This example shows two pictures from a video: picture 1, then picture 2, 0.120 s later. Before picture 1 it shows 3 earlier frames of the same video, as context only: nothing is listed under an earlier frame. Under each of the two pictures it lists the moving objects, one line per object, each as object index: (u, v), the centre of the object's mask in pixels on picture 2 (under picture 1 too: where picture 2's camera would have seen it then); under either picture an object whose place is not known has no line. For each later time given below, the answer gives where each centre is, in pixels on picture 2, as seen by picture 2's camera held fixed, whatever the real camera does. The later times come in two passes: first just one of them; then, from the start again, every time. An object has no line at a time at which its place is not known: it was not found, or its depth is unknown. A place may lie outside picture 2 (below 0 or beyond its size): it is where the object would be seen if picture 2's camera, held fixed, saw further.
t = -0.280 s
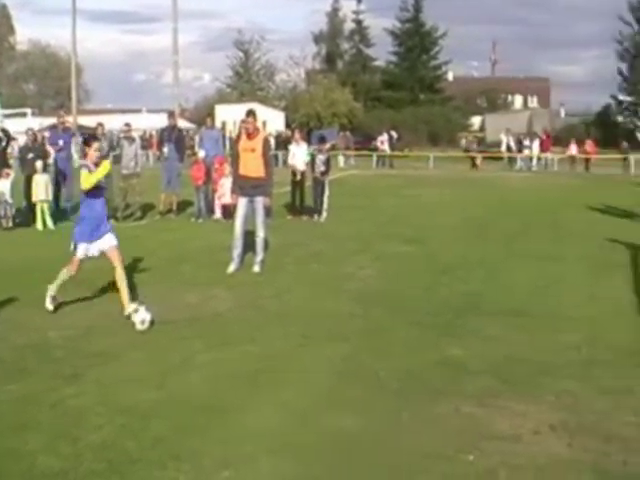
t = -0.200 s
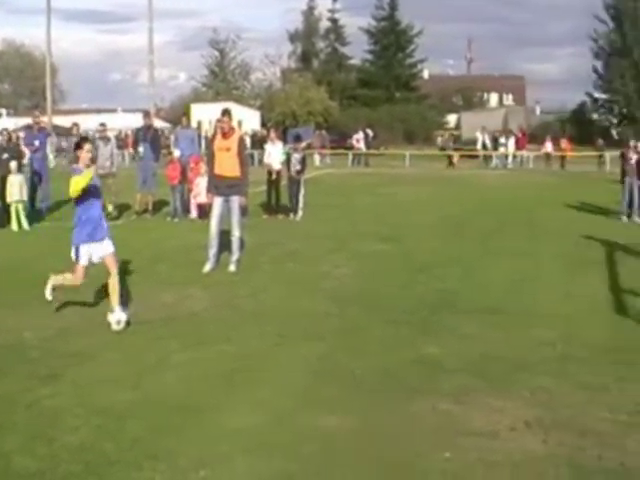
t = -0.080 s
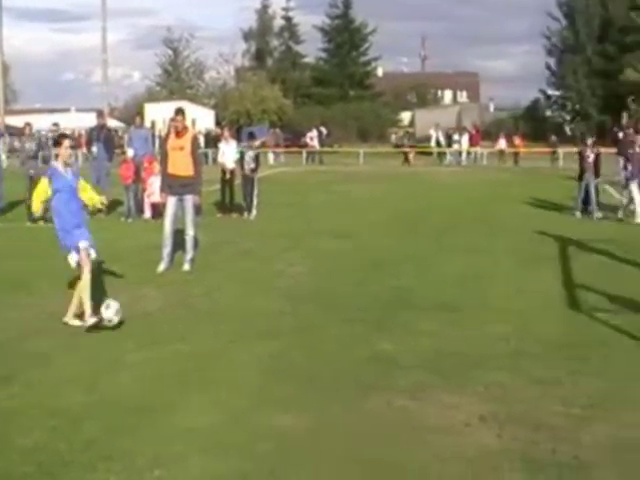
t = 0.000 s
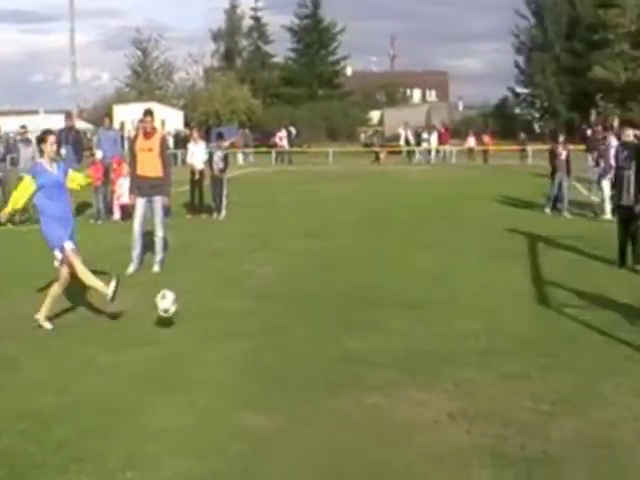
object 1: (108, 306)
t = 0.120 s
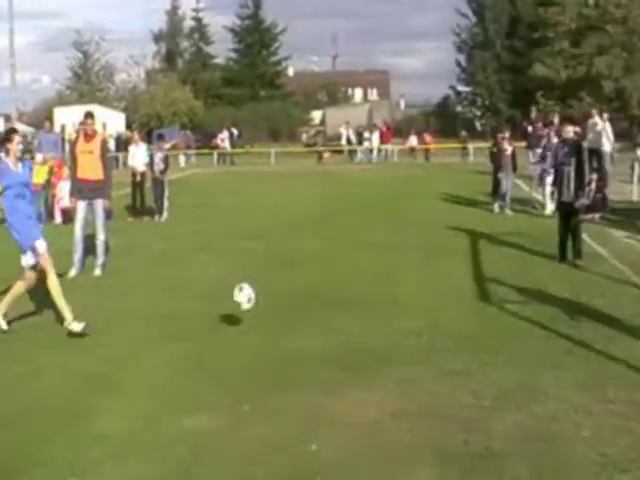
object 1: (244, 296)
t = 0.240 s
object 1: (380, 301)
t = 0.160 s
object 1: (290, 297)
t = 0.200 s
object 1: (335, 297)
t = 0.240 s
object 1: (380, 301)
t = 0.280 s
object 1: (425, 305)
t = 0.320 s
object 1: (469, 313)
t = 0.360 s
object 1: (508, 314)
